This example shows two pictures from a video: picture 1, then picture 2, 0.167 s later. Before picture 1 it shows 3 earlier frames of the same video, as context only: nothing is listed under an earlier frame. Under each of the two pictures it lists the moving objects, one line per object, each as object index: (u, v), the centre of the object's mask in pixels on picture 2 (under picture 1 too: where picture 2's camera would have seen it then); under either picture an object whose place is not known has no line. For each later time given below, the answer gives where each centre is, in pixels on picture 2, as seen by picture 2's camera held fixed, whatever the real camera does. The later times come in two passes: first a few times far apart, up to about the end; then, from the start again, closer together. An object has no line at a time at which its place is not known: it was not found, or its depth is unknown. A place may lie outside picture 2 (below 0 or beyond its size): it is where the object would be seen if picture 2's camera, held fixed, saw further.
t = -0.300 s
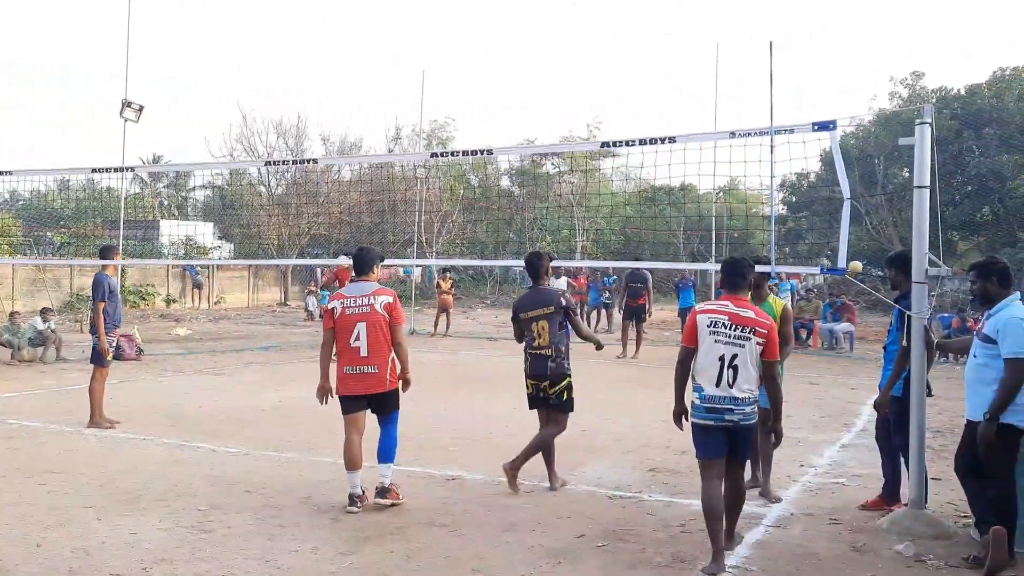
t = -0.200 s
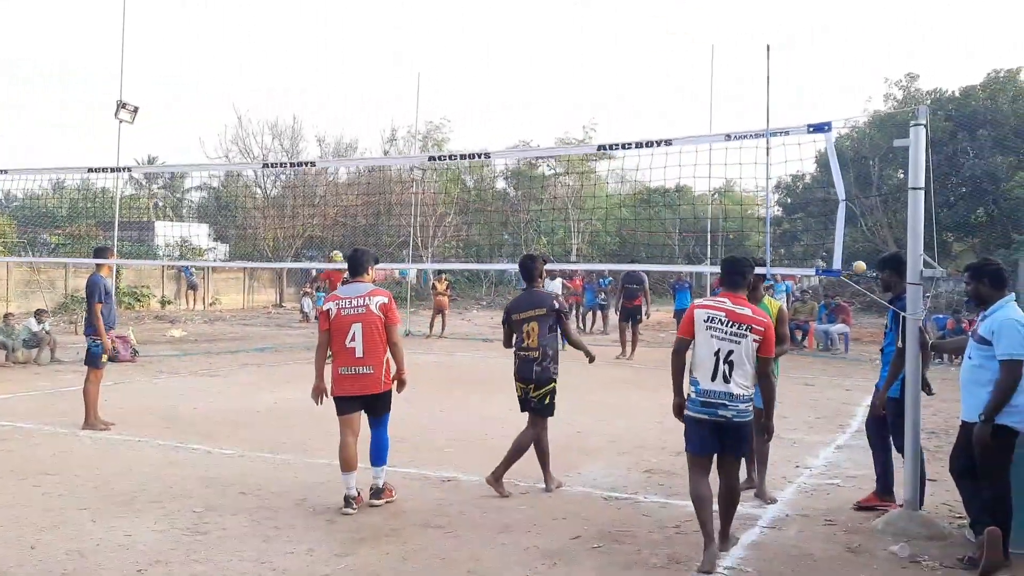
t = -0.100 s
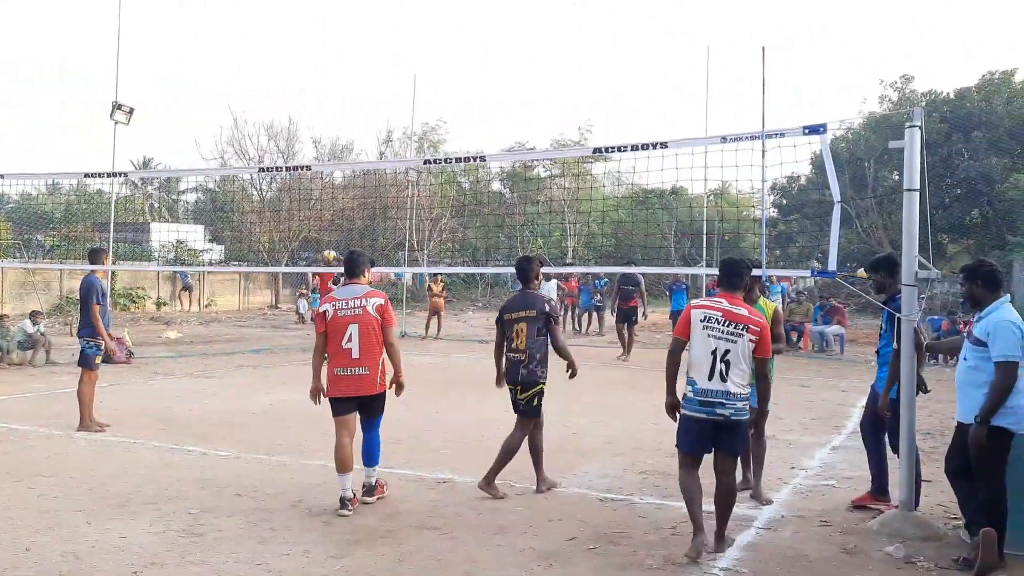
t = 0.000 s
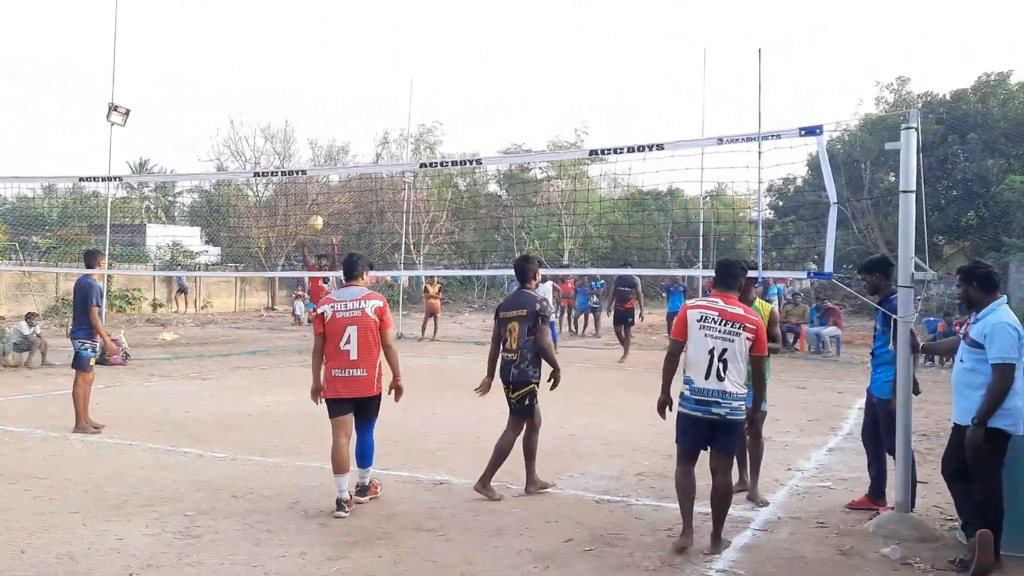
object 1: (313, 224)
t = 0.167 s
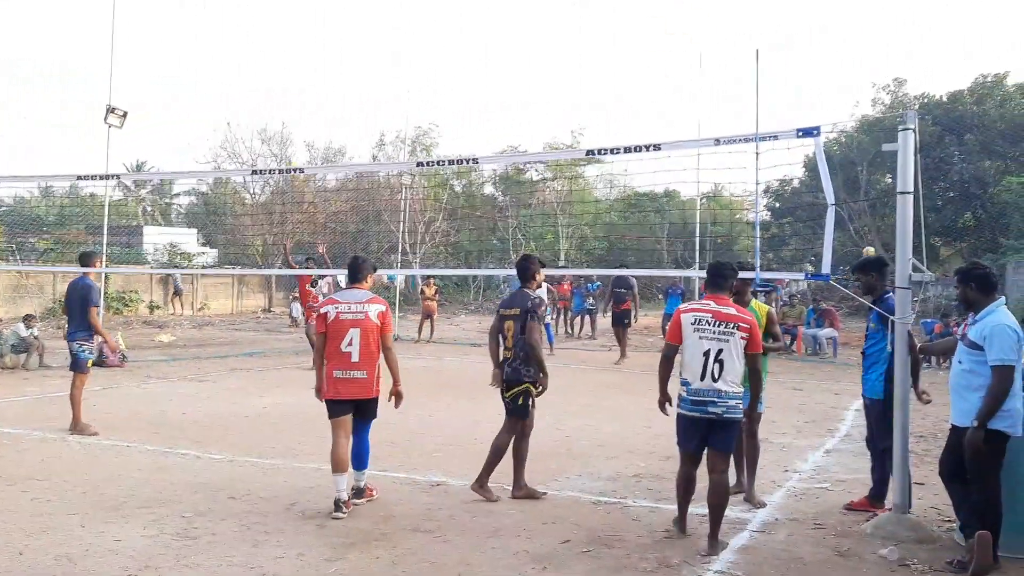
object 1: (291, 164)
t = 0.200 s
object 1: (286, 156)
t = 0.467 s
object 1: (252, 90)
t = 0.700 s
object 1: (221, 71)
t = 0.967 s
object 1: (183, 101)
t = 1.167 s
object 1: (149, 167)
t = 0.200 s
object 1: (286, 156)
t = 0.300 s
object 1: (274, 125)
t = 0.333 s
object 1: (269, 116)
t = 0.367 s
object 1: (265, 109)
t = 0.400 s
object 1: (261, 102)
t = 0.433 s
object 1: (257, 95)
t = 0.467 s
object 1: (252, 90)
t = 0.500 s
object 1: (248, 85)
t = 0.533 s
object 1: (244, 80)
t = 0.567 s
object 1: (239, 77)
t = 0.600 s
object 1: (235, 74)
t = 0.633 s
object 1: (230, 72)
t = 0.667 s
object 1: (226, 71)
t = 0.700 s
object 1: (221, 71)
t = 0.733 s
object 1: (217, 71)
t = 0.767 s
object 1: (212, 73)
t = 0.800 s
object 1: (207, 75)
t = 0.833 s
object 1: (203, 79)
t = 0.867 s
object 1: (198, 83)
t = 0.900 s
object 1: (193, 88)
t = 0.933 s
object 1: (188, 94)
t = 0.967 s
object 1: (183, 101)
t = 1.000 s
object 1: (177, 110)
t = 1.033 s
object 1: (172, 120)
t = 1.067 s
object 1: (167, 130)
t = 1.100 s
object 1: (162, 142)
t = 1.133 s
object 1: (156, 156)
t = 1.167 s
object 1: (149, 167)
